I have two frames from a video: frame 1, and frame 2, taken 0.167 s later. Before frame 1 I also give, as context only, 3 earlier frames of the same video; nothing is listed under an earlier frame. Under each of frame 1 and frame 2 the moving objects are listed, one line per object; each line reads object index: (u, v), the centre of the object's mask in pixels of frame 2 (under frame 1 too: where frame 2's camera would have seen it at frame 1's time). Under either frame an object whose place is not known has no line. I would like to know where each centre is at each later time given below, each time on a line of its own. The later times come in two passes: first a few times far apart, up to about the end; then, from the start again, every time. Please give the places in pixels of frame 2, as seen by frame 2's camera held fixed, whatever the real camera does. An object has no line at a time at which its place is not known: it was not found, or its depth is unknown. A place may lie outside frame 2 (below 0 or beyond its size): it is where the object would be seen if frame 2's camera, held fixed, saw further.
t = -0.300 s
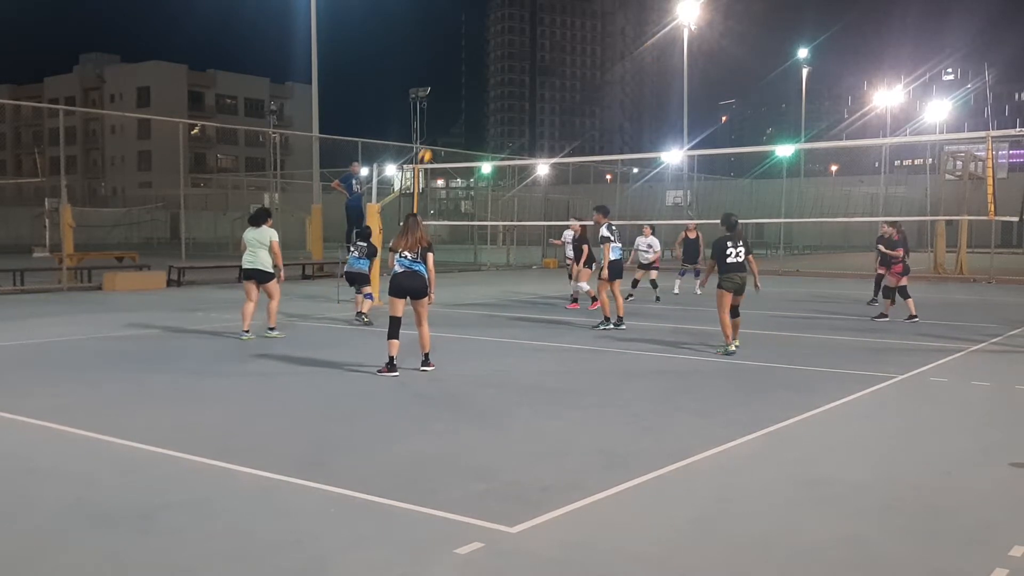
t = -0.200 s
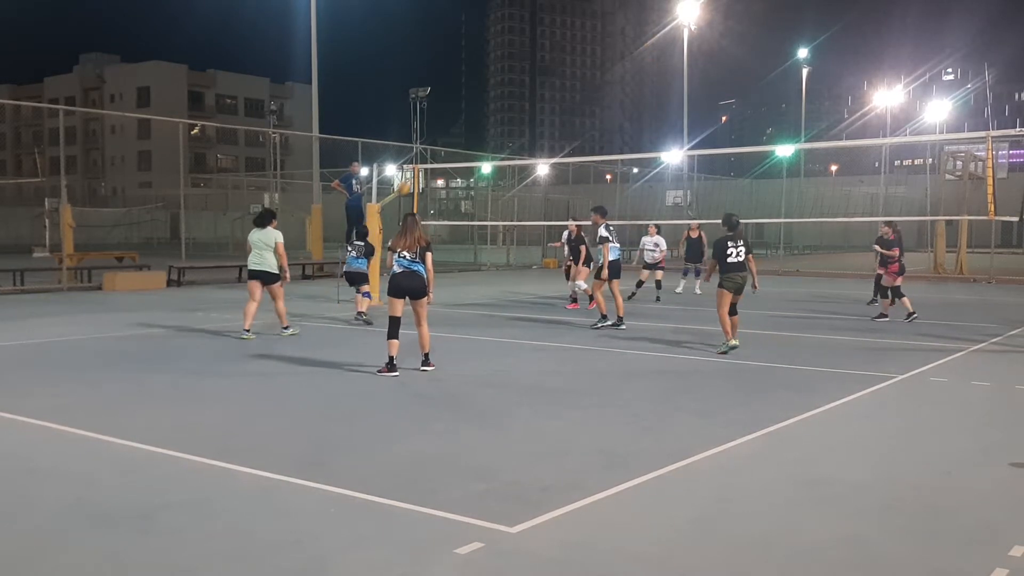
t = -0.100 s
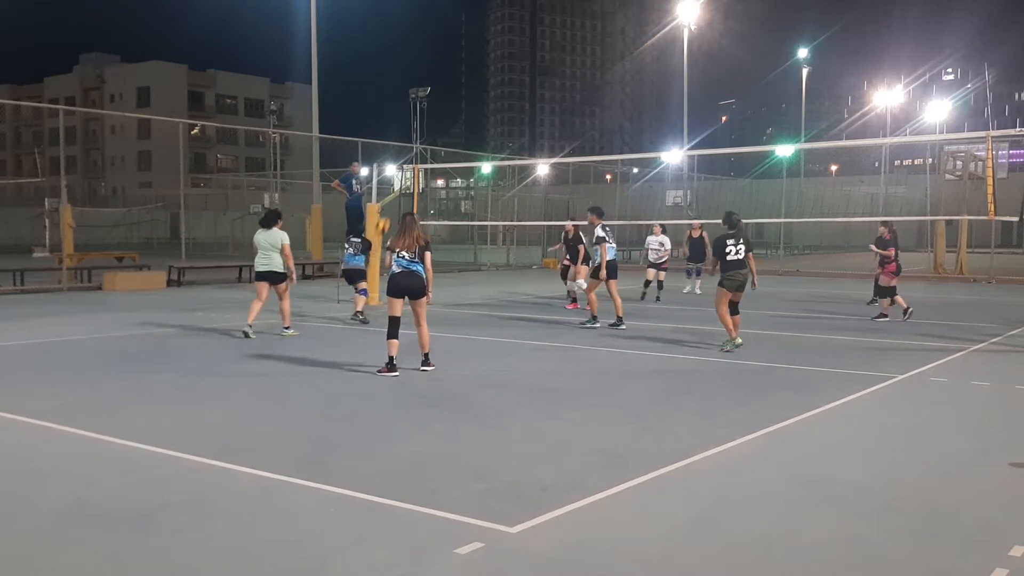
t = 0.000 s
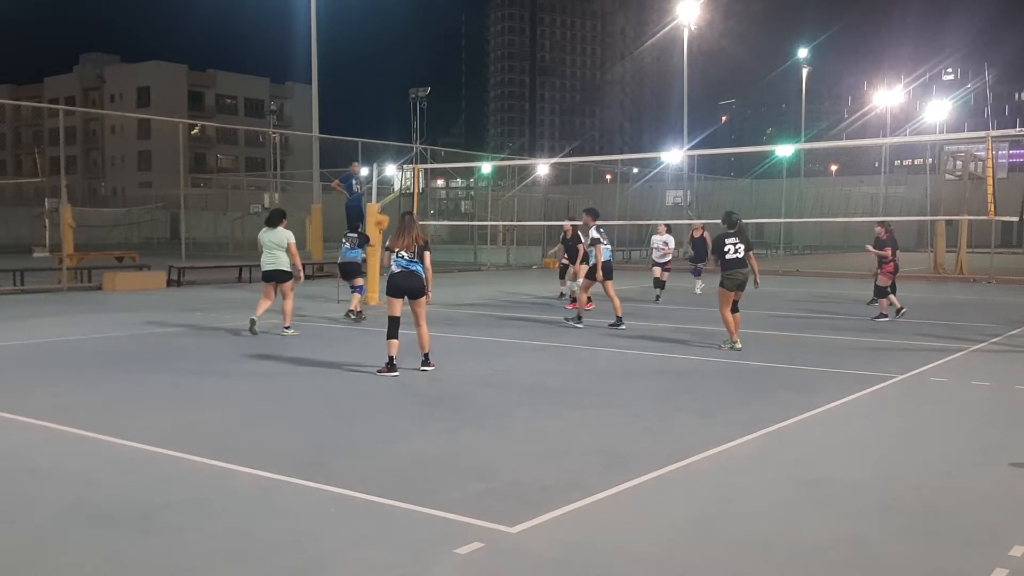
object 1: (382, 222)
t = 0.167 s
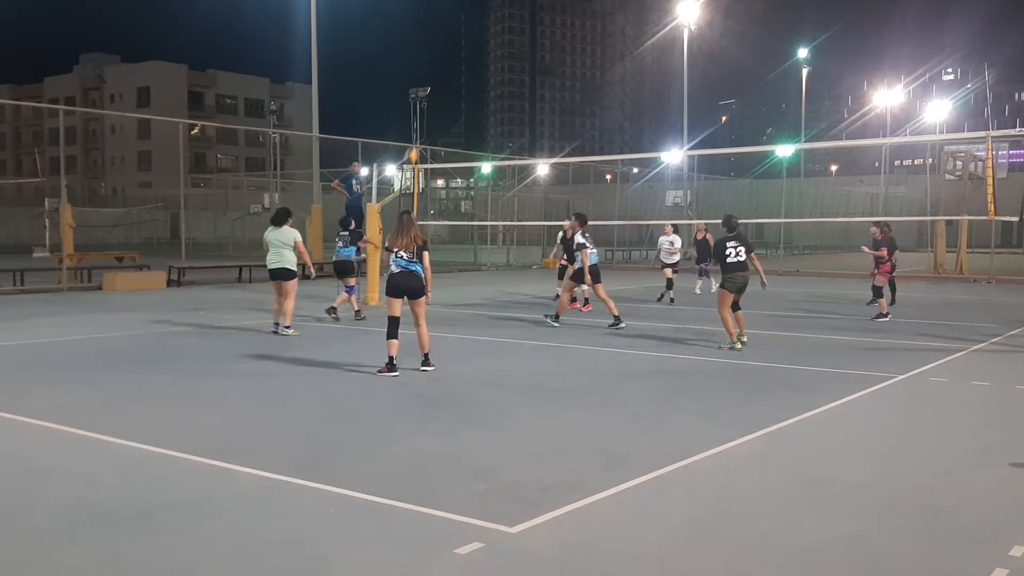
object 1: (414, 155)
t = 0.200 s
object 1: (418, 145)
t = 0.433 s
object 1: (463, 85)
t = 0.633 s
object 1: (504, 63)
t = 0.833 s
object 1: (546, 72)
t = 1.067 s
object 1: (595, 121)
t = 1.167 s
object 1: (615, 155)
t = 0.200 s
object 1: (418, 145)
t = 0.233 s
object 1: (425, 134)
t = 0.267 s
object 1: (431, 124)
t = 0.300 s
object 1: (438, 115)
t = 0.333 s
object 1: (444, 106)
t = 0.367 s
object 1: (450, 98)
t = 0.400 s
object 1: (457, 90)
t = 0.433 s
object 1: (463, 85)
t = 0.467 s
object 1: (470, 79)
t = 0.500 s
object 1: (477, 74)
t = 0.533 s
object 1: (484, 71)
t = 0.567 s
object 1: (490, 68)
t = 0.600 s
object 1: (497, 65)
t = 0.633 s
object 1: (504, 63)
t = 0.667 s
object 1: (511, 61)
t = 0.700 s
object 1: (518, 62)
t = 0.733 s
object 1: (525, 63)
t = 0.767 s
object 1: (532, 65)
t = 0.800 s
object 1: (539, 68)
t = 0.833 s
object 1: (546, 72)
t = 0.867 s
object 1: (553, 76)
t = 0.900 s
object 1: (560, 81)
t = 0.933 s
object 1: (567, 86)
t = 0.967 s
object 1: (574, 94)
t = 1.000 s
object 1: (581, 102)
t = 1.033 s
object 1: (589, 111)
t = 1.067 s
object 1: (595, 121)
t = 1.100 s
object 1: (602, 131)
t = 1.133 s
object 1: (609, 143)
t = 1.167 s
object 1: (615, 155)
